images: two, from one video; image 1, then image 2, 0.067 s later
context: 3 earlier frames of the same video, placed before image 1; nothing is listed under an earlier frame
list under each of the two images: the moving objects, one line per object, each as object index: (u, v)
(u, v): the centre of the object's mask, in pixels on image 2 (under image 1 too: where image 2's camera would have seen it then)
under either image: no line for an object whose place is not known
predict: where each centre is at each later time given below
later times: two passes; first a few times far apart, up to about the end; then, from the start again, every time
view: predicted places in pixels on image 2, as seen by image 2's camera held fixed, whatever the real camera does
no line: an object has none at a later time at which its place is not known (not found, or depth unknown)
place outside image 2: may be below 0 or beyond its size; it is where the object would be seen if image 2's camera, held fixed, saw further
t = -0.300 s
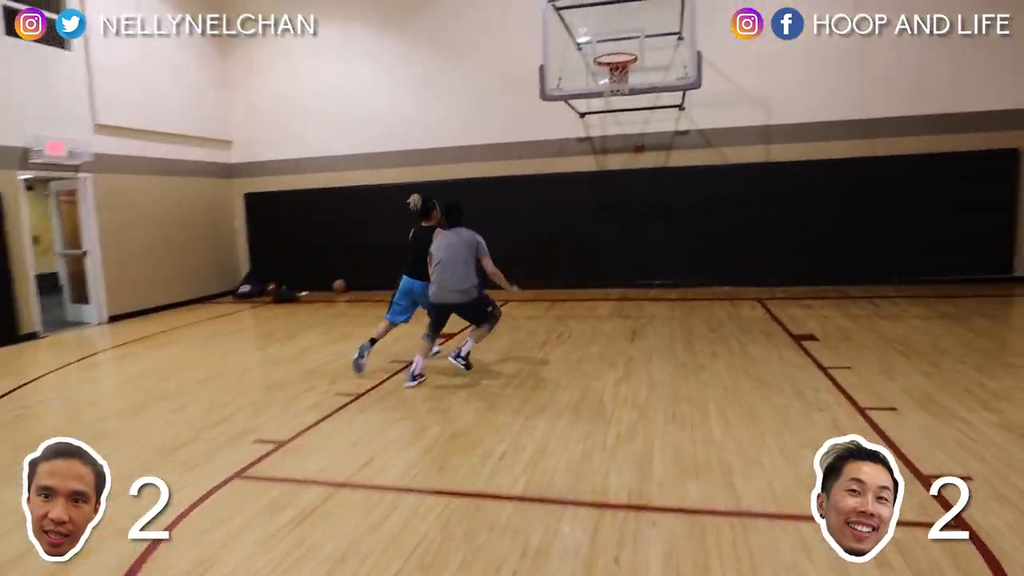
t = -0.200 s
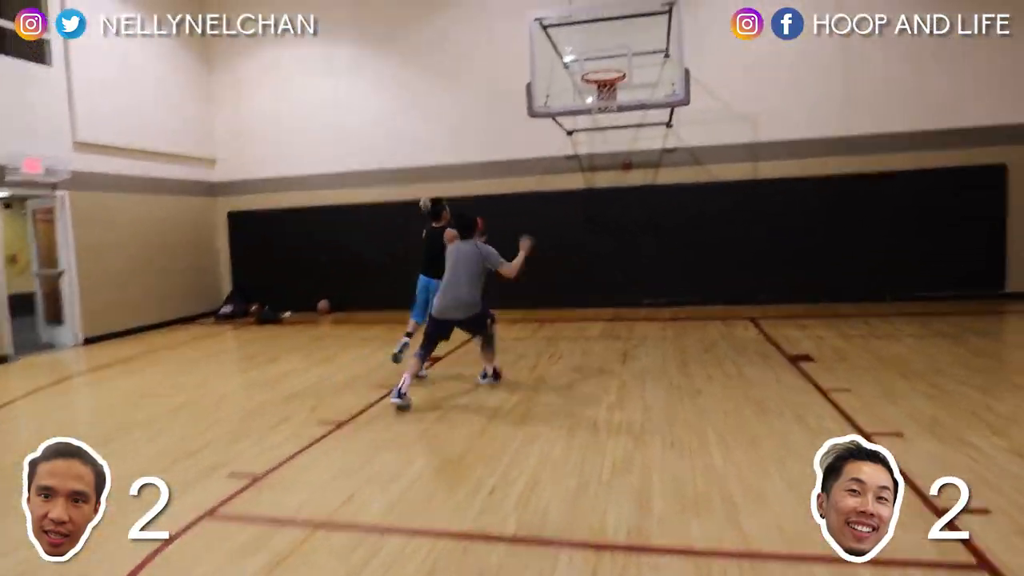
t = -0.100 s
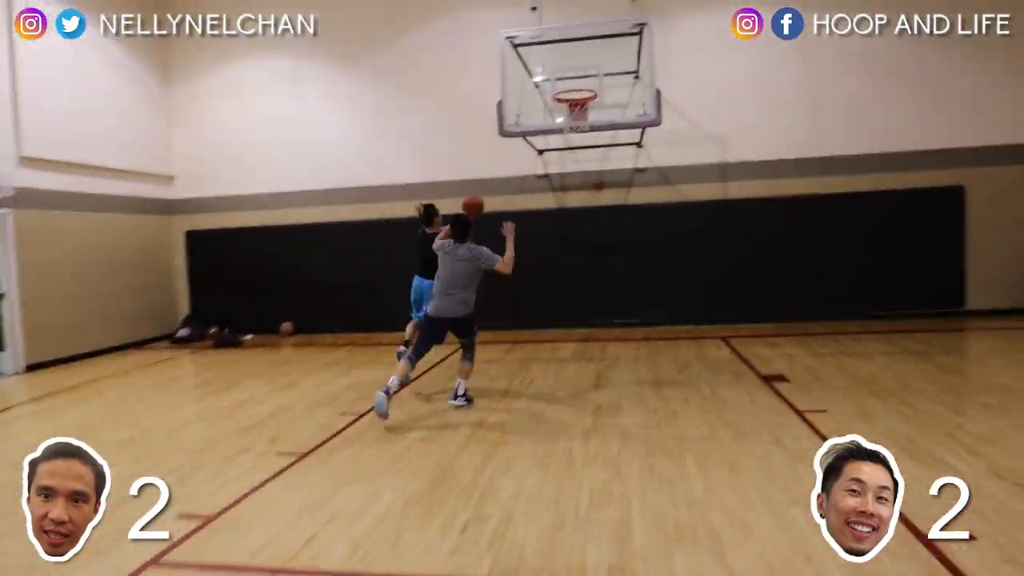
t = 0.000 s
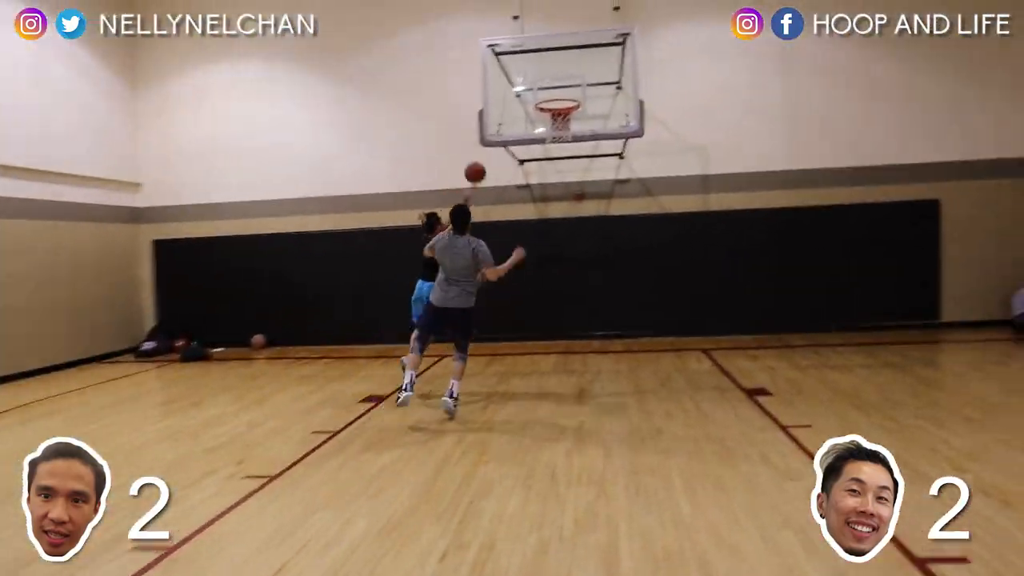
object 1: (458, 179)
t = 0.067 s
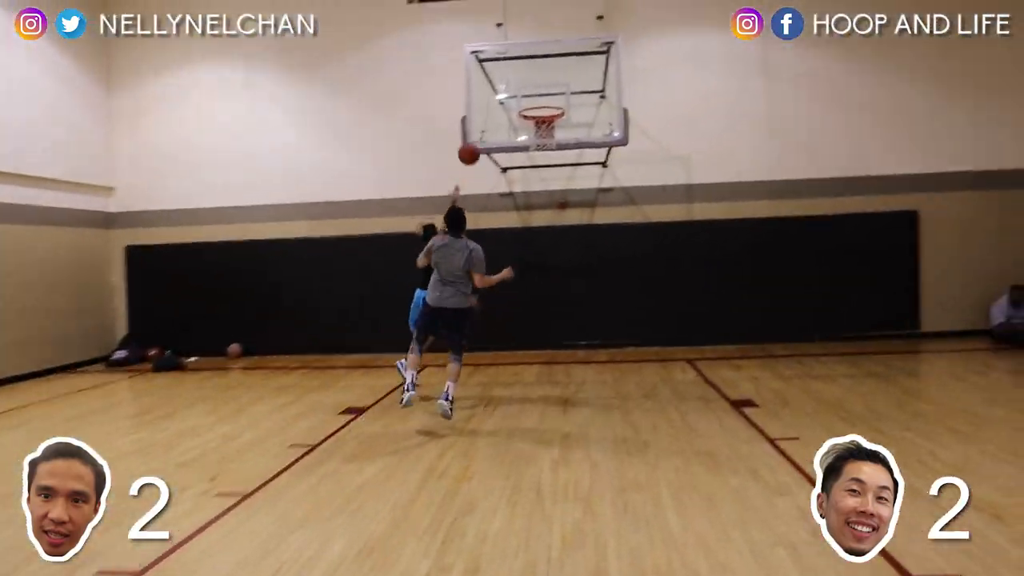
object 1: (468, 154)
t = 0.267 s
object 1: (501, 104)
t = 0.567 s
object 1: (523, 79)
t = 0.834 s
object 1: (543, 94)
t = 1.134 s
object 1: (568, 166)
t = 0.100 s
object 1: (474, 143)
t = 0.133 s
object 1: (480, 132)
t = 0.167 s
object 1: (485, 124)
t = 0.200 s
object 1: (491, 116)
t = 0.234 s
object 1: (496, 110)
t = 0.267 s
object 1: (501, 104)
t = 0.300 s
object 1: (504, 98)
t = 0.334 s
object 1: (506, 93)
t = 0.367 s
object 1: (509, 88)
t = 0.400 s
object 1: (511, 84)
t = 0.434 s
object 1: (513, 81)
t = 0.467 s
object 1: (515, 79)
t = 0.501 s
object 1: (517, 78)
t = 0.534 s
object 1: (520, 78)
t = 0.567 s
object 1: (523, 79)
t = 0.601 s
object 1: (526, 81)
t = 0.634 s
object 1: (529, 84)
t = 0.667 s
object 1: (532, 88)
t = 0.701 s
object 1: (533, 92)
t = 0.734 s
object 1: (536, 91)
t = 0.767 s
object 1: (539, 91)
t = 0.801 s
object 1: (541, 91)
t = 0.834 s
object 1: (543, 94)
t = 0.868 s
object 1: (545, 97)
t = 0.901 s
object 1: (548, 101)
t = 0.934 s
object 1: (551, 106)
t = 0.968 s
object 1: (554, 113)
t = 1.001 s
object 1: (556, 120)
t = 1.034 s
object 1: (558, 130)
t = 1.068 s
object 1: (561, 140)
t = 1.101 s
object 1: (564, 152)
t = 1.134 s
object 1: (568, 166)
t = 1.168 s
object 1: (572, 180)
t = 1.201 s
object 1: (578, 197)
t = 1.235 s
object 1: (580, 214)
